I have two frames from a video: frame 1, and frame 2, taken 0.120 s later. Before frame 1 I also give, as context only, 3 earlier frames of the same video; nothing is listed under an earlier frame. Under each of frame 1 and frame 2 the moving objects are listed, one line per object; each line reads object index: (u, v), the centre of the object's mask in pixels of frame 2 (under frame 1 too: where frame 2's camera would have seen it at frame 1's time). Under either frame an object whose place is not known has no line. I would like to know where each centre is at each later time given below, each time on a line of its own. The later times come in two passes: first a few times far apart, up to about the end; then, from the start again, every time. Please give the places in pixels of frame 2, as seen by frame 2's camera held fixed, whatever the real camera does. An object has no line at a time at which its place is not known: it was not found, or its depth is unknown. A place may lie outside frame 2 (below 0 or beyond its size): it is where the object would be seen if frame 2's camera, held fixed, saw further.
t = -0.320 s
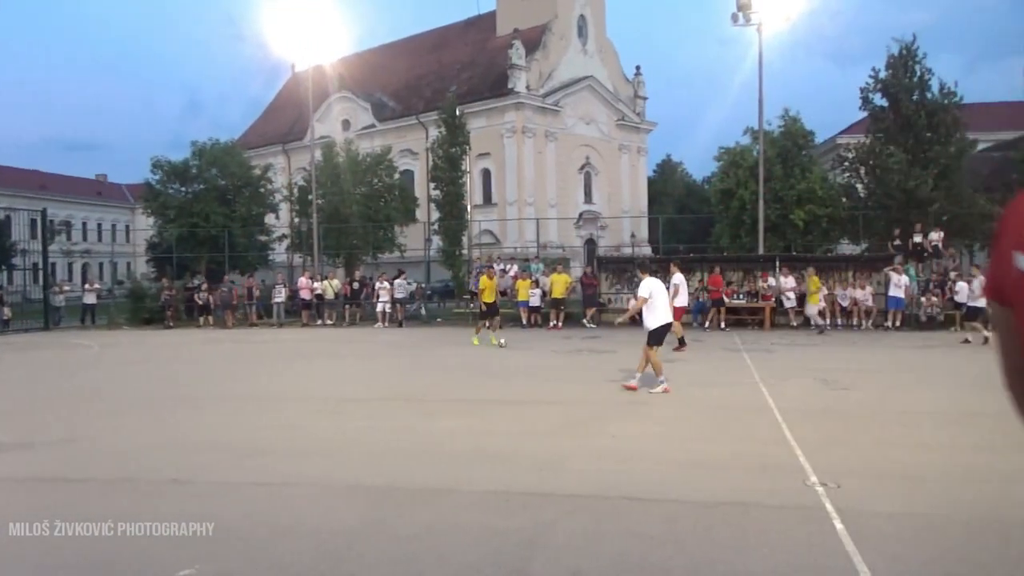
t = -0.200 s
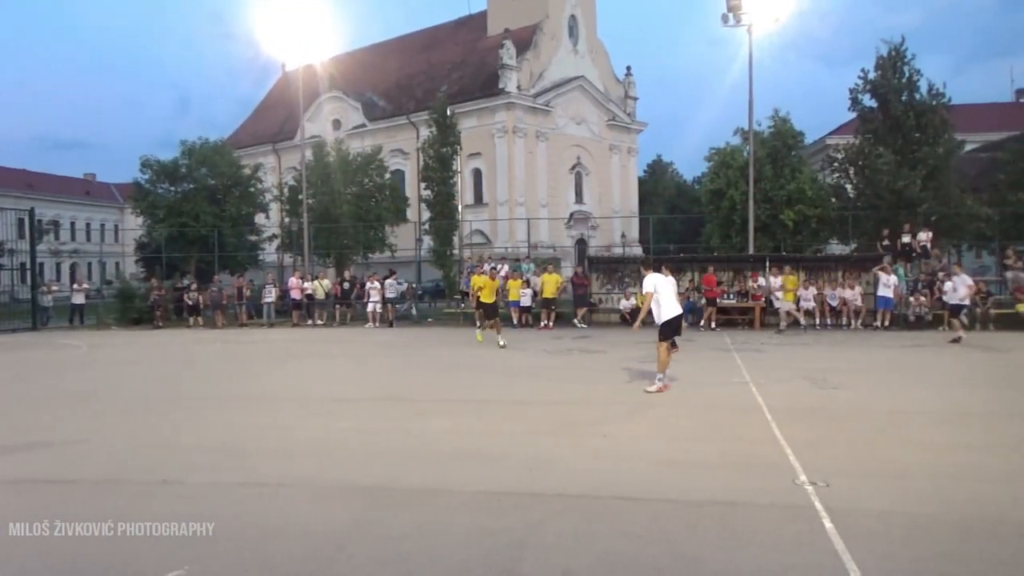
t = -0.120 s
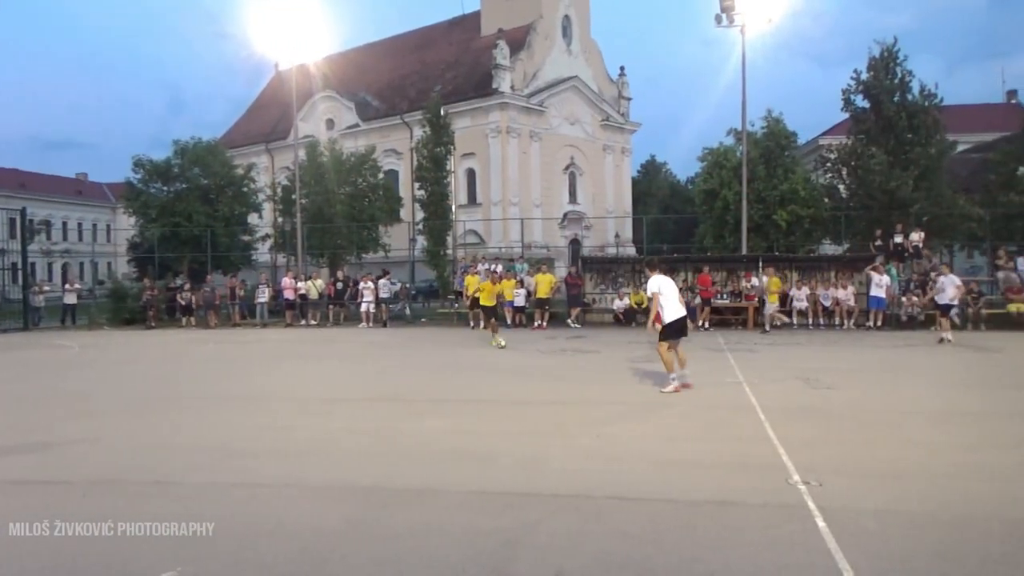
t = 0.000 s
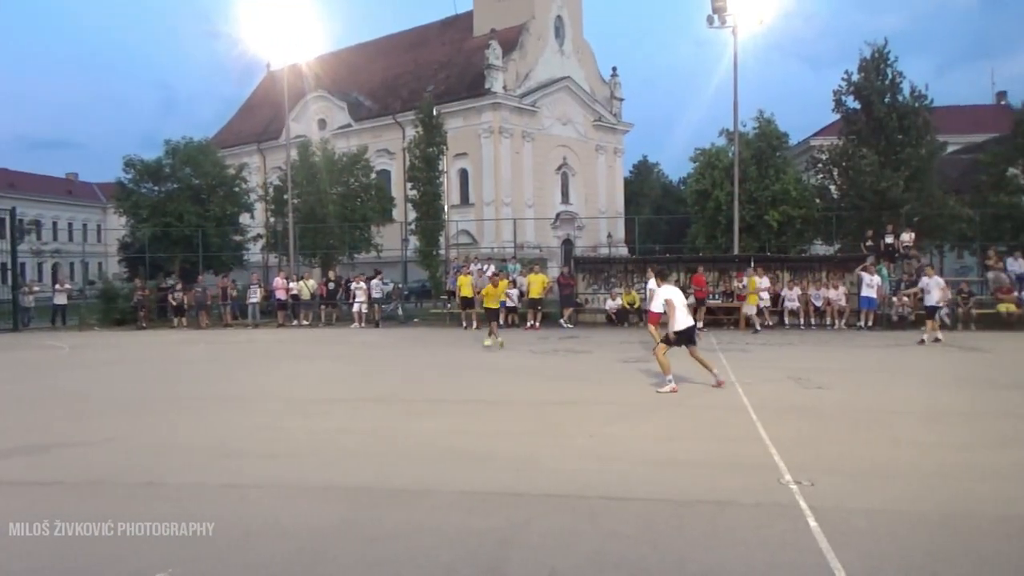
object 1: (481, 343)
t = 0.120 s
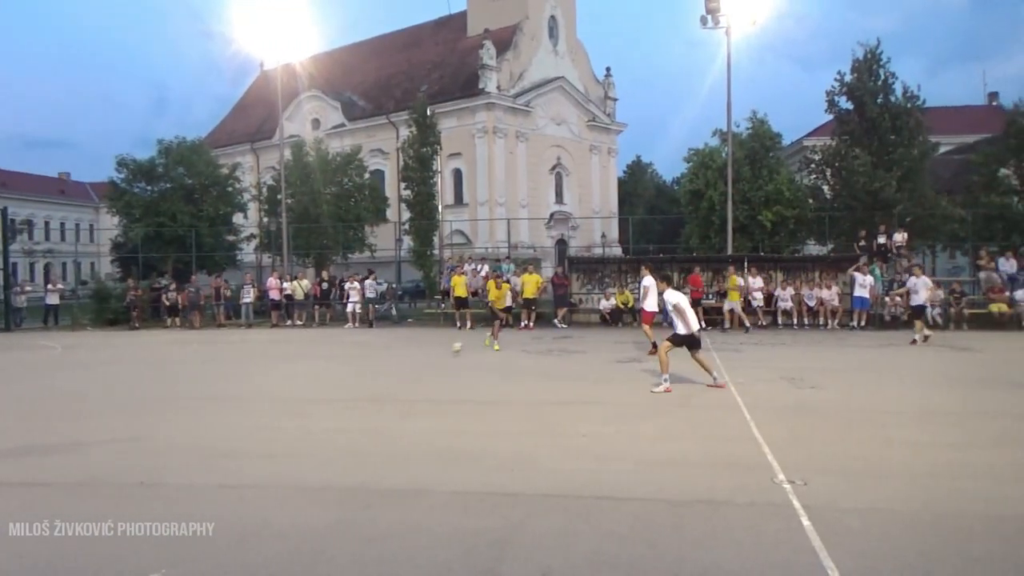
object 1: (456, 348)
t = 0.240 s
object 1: (428, 357)
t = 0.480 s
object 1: (368, 371)
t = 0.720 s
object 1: (306, 384)
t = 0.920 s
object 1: (250, 397)
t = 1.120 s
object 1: (182, 411)
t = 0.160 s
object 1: (447, 351)
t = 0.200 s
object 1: (437, 355)
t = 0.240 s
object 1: (428, 357)
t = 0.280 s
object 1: (419, 358)
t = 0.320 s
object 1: (409, 362)
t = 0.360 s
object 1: (399, 365)
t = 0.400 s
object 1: (389, 366)
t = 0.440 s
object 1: (379, 368)
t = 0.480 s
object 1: (368, 371)
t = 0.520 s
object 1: (358, 374)
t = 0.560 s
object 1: (347, 375)
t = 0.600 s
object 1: (337, 377)
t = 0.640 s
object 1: (326, 380)
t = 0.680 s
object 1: (316, 382)
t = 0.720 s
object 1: (306, 384)
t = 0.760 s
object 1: (295, 387)
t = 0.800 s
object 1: (284, 389)
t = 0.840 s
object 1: (273, 392)
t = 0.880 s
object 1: (262, 395)
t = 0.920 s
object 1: (250, 397)
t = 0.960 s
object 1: (238, 399)
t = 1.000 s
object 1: (225, 403)
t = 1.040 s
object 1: (211, 406)
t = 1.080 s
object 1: (197, 408)
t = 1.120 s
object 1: (182, 411)
